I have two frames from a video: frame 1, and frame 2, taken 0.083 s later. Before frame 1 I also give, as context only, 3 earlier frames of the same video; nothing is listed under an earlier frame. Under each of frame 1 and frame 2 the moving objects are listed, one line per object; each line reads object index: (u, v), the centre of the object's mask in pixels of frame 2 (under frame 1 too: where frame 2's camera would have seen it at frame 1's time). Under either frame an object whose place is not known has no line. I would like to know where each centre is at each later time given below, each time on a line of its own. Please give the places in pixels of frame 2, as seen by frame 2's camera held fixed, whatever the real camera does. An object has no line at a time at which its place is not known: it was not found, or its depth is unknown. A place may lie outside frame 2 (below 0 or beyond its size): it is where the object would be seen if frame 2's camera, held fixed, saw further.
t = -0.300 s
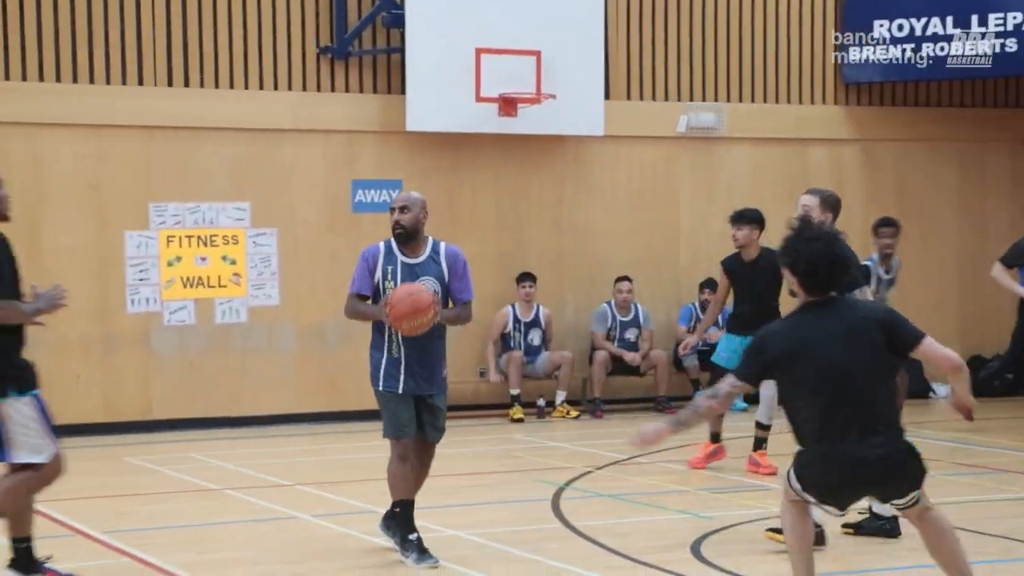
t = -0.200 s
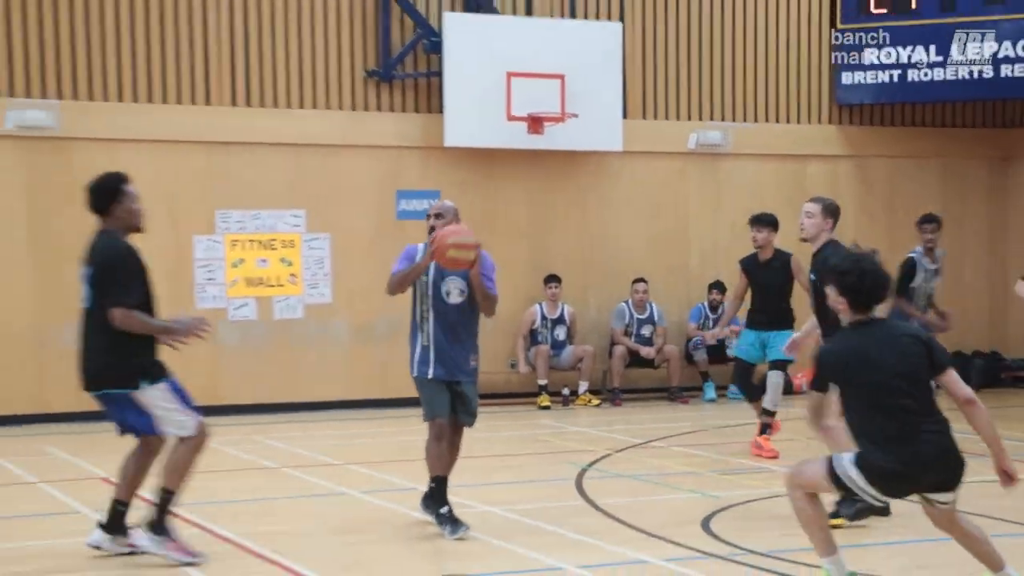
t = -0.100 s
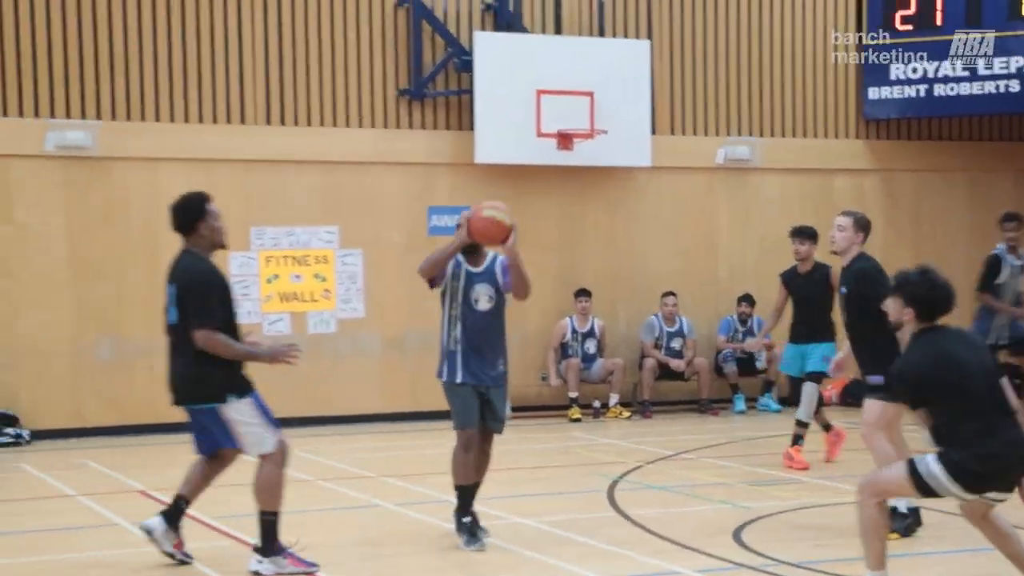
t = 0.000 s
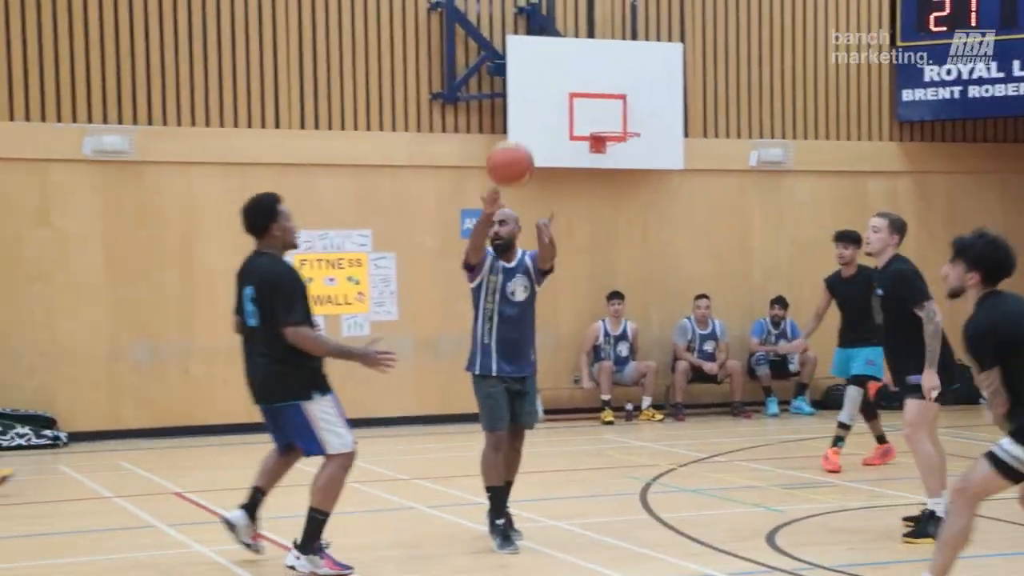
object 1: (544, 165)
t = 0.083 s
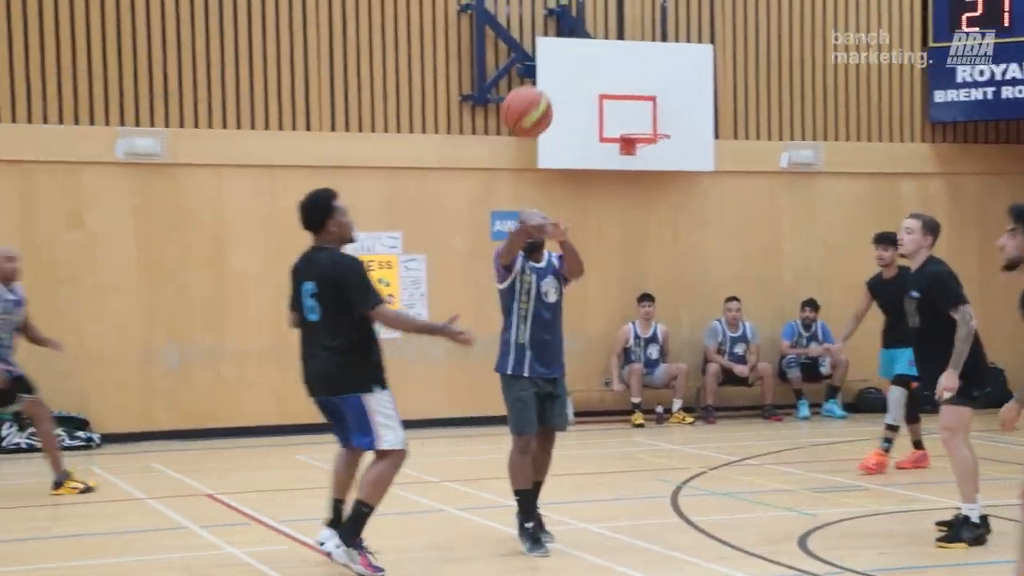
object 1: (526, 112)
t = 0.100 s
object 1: (524, 101)
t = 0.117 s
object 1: (521, 91)
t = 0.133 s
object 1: (518, 81)
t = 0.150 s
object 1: (515, 72)
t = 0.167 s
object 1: (511, 64)
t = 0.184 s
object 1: (507, 55)
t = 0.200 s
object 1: (505, 47)
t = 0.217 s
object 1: (502, 39)
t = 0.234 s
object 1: (498, 31)
